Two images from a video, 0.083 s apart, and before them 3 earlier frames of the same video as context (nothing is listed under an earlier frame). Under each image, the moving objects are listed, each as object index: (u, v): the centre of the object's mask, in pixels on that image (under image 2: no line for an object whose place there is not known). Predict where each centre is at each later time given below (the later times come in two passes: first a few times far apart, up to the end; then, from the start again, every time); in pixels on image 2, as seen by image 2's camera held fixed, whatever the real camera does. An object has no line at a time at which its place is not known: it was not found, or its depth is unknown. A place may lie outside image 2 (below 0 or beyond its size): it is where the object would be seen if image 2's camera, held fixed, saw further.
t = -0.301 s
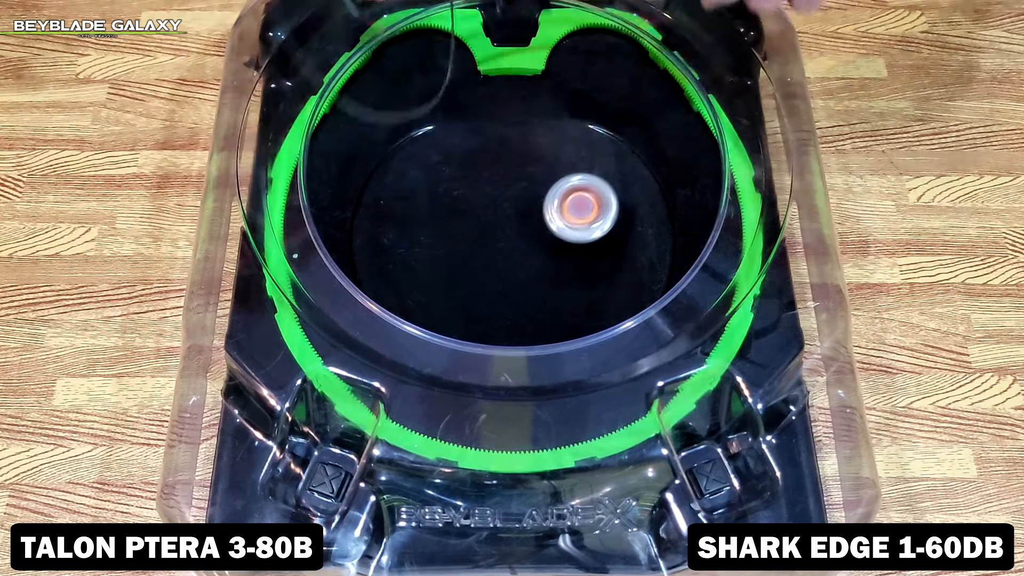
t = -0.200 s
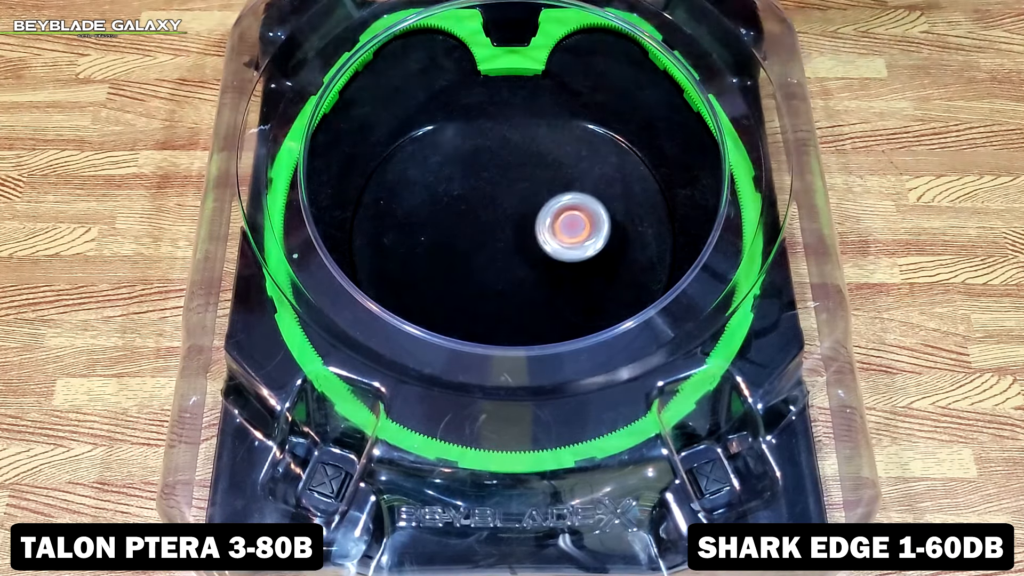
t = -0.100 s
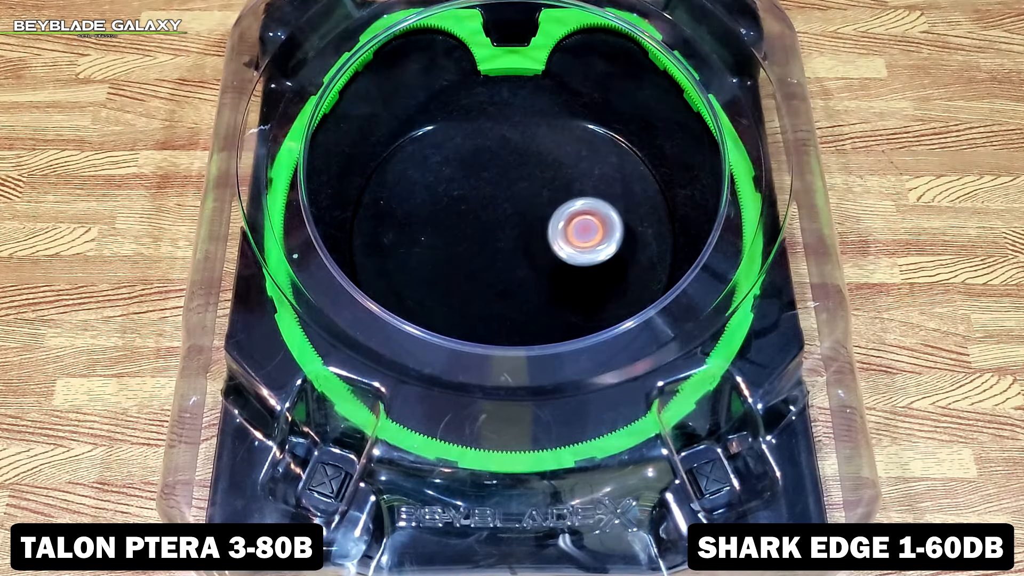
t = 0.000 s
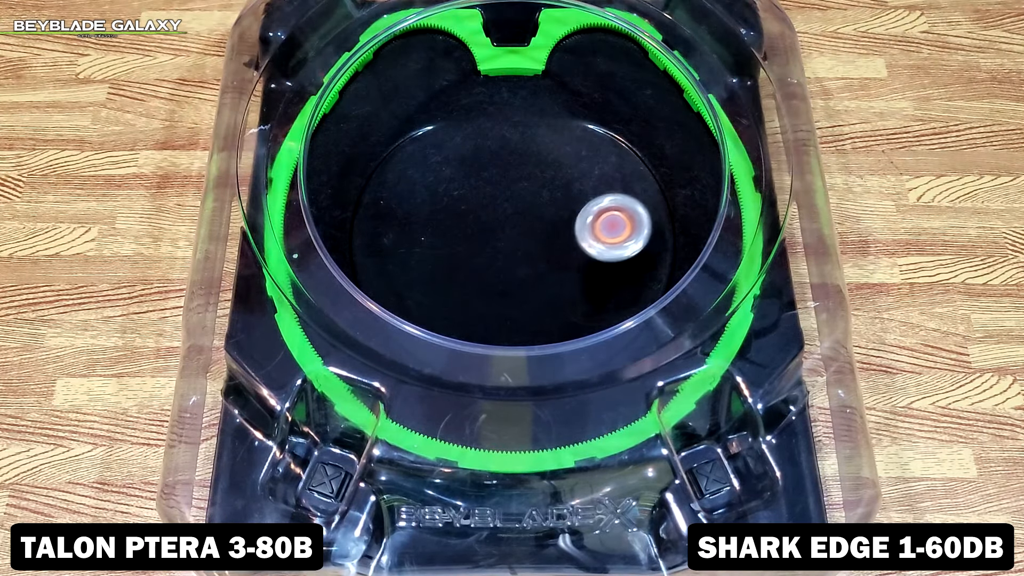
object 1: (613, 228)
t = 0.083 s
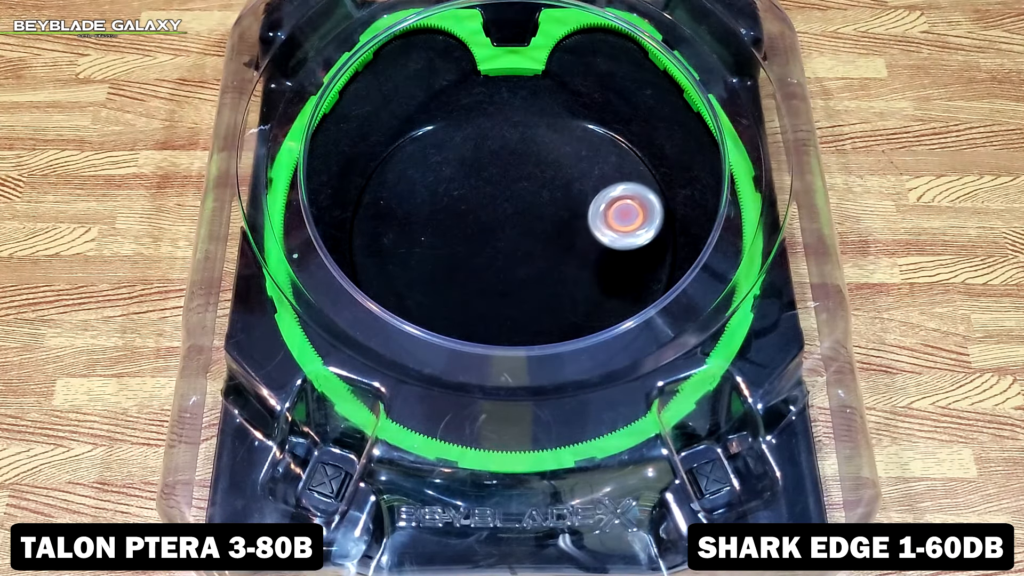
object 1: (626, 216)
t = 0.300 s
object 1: (580, 209)
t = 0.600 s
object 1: (566, 307)
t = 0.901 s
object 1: (605, 253)
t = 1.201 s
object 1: (437, 250)
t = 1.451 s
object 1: (471, 343)
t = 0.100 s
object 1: (626, 213)
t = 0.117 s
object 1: (625, 211)
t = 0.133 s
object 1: (624, 208)
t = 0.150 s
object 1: (621, 206)
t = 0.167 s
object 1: (618, 204)
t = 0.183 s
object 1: (614, 203)
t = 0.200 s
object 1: (610, 202)
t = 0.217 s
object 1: (605, 201)
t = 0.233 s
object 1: (600, 202)
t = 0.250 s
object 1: (595, 203)
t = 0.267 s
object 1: (590, 204)
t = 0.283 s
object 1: (585, 206)
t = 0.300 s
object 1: (580, 209)
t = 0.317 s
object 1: (576, 213)
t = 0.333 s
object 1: (572, 217)
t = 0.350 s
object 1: (568, 222)
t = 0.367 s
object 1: (564, 228)
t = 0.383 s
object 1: (560, 234)
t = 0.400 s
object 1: (557, 241)
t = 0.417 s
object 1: (554, 248)
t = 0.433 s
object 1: (552, 255)
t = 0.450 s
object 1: (550, 262)
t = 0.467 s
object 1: (549, 269)
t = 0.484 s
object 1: (549, 275)
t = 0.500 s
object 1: (549, 282)
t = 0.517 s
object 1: (551, 288)
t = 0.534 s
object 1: (553, 293)
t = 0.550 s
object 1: (555, 298)
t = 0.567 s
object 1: (558, 302)
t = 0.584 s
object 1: (562, 305)
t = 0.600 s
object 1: (566, 307)
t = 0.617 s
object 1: (571, 308)
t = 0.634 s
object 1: (576, 308)
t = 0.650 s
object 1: (581, 308)
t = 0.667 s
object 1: (585, 307)
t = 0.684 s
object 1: (590, 306)
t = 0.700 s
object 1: (595, 304)
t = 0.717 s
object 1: (599, 303)
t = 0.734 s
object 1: (604, 300)
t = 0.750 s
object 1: (607, 297)
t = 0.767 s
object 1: (611, 294)
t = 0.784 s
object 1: (613, 291)
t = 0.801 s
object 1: (615, 286)
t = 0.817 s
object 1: (616, 281)
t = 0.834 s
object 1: (616, 276)
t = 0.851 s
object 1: (614, 270)
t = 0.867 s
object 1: (612, 264)
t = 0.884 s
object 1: (609, 259)
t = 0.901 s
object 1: (605, 253)
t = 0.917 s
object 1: (600, 248)
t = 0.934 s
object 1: (594, 243)
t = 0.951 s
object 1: (586, 238)
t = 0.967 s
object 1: (578, 234)
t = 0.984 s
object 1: (568, 230)
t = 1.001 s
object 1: (558, 228)
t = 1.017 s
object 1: (547, 226)
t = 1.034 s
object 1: (536, 224)
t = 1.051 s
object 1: (525, 224)
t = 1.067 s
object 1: (513, 224)
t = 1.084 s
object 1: (501, 225)
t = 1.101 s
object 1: (490, 227)
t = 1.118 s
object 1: (479, 229)
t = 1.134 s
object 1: (470, 232)
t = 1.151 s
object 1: (460, 236)
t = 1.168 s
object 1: (452, 240)
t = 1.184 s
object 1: (444, 245)
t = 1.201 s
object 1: (437, 250)
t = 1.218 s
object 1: (431, 257)
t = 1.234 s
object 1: (425, 264)
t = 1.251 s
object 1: (421, 271)
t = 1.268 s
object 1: (419, 278)
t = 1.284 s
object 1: (418, 286)
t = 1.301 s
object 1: (418, 294)
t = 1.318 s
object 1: (419, 302)
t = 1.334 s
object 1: (421, 312)
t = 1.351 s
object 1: (424, 321)
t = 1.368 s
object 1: (428, 329)
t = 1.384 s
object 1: (433, 336)
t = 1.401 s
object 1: (442, 338)
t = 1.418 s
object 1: (452, 340)
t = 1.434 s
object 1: (462, 343)
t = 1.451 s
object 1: (471, 343)
